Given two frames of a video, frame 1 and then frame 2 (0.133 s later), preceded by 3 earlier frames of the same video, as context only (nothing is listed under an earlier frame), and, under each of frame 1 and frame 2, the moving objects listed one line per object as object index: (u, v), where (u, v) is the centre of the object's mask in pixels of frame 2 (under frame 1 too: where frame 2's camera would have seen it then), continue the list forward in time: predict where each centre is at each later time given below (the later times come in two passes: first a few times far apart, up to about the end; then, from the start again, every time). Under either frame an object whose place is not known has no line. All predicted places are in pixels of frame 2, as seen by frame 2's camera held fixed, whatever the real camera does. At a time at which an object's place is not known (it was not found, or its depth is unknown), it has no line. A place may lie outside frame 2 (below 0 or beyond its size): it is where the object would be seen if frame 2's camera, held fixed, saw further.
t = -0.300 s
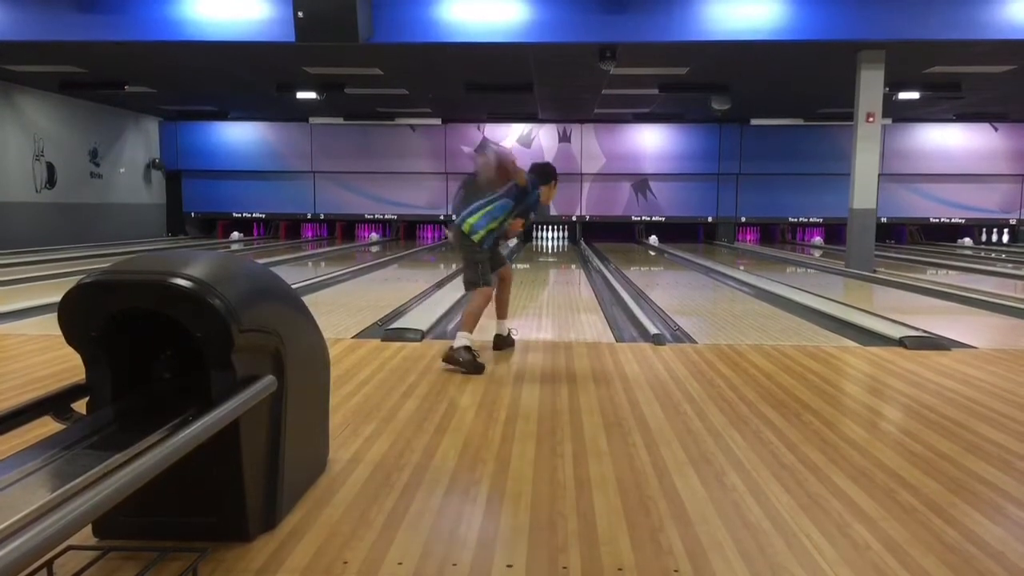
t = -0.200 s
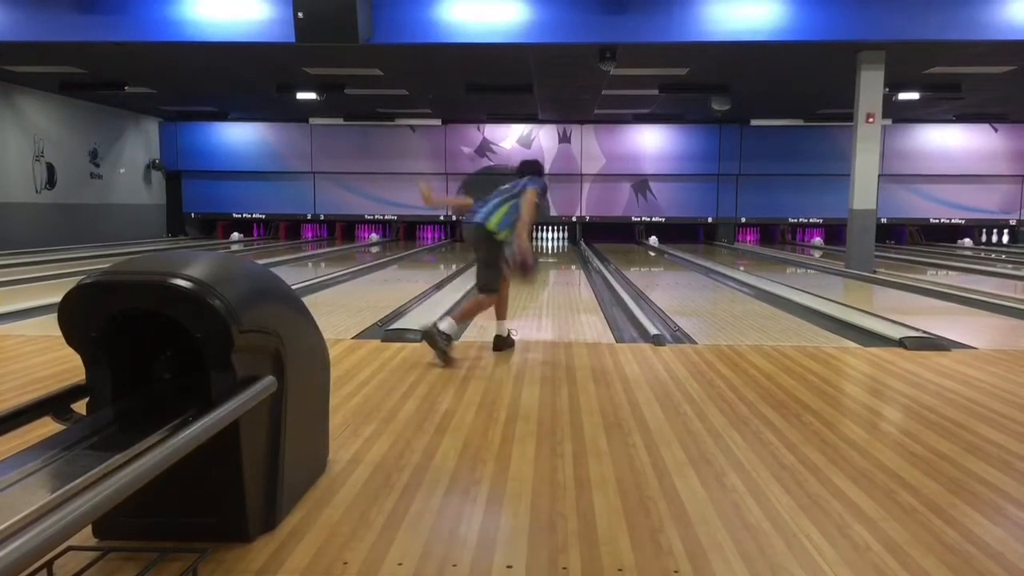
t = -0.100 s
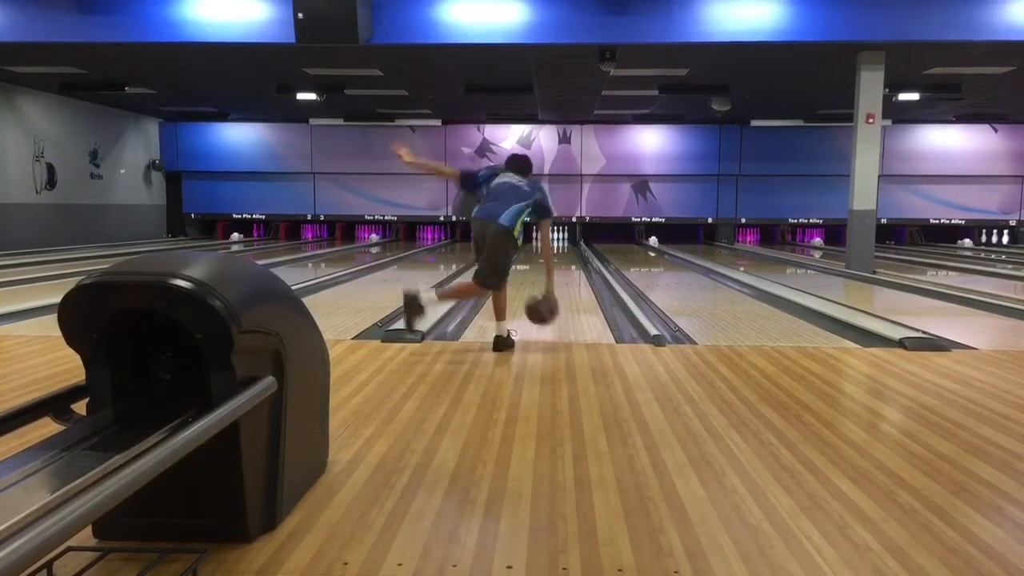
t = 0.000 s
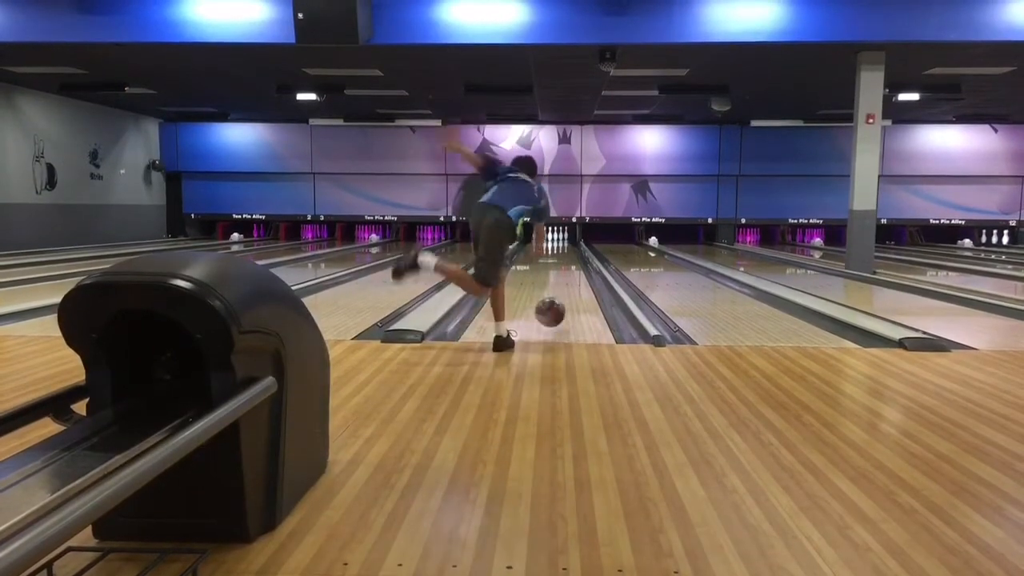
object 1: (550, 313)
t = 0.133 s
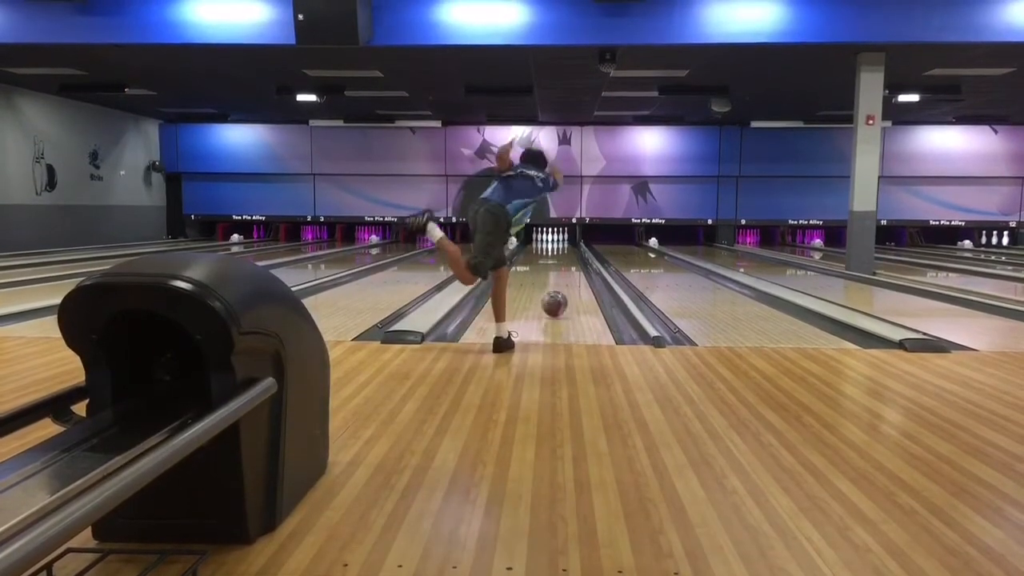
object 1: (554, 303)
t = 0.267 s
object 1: (558, 294)
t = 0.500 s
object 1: (561, 281)
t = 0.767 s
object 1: (564, 270)
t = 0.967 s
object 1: (566, 264)
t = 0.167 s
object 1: (555, 302)
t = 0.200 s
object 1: (556, 300)
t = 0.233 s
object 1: (557, 297)
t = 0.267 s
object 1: (558, 294)
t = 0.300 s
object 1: (559, 293)
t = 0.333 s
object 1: (559, 290)
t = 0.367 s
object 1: (559, 288)
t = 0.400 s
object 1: (560, 286)
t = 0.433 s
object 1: (560, 284)
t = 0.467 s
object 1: (561, 283)
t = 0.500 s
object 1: (561, 281)
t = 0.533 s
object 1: (561, 280)
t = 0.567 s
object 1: (562, 277)
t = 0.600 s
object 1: (563, 276)
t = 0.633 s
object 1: (563, 275)
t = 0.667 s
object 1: (563, 275)
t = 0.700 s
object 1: (564, 274)
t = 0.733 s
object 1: (563, 271)
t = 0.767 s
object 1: (564, 270)
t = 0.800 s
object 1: (564, 269)
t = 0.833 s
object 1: (564, 268)
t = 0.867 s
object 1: (564, 267)
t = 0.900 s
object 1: (565, 265)
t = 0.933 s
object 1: (565, 265)
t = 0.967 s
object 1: (566, 264)
